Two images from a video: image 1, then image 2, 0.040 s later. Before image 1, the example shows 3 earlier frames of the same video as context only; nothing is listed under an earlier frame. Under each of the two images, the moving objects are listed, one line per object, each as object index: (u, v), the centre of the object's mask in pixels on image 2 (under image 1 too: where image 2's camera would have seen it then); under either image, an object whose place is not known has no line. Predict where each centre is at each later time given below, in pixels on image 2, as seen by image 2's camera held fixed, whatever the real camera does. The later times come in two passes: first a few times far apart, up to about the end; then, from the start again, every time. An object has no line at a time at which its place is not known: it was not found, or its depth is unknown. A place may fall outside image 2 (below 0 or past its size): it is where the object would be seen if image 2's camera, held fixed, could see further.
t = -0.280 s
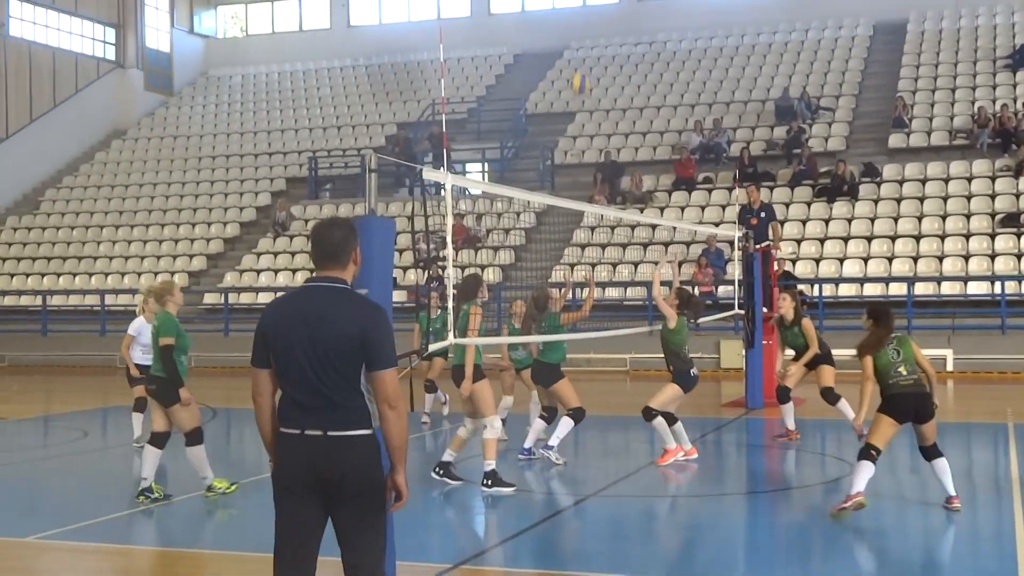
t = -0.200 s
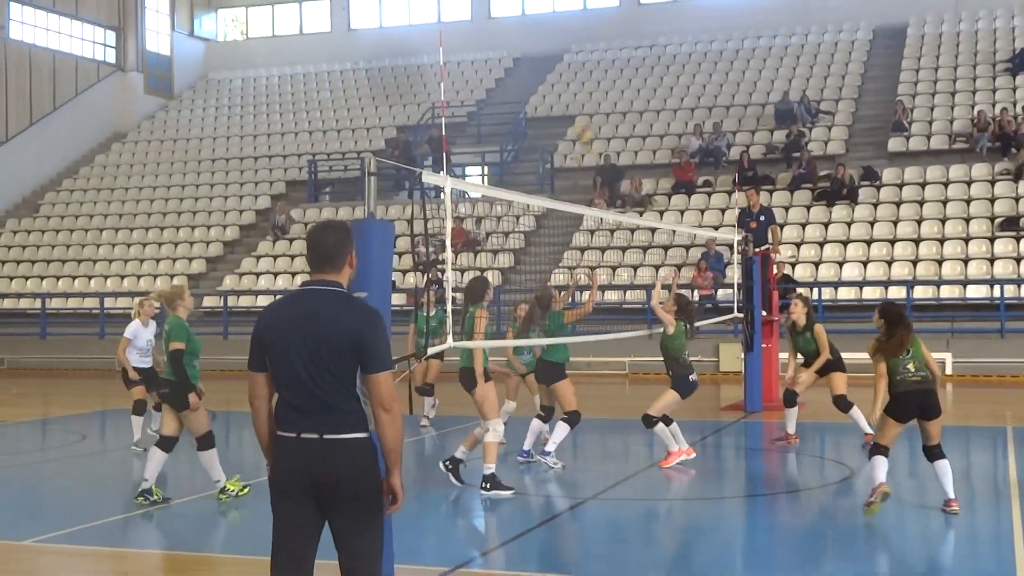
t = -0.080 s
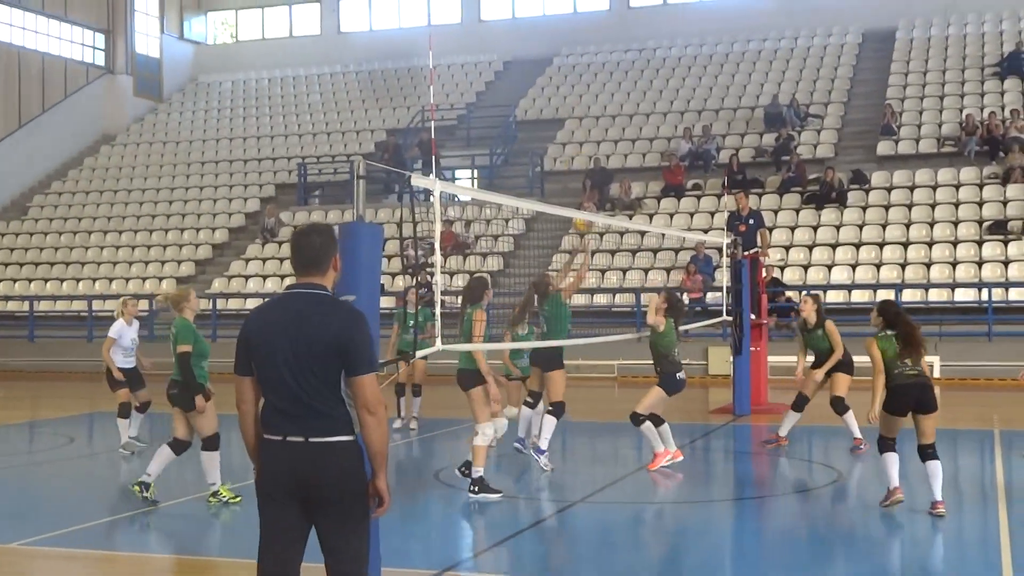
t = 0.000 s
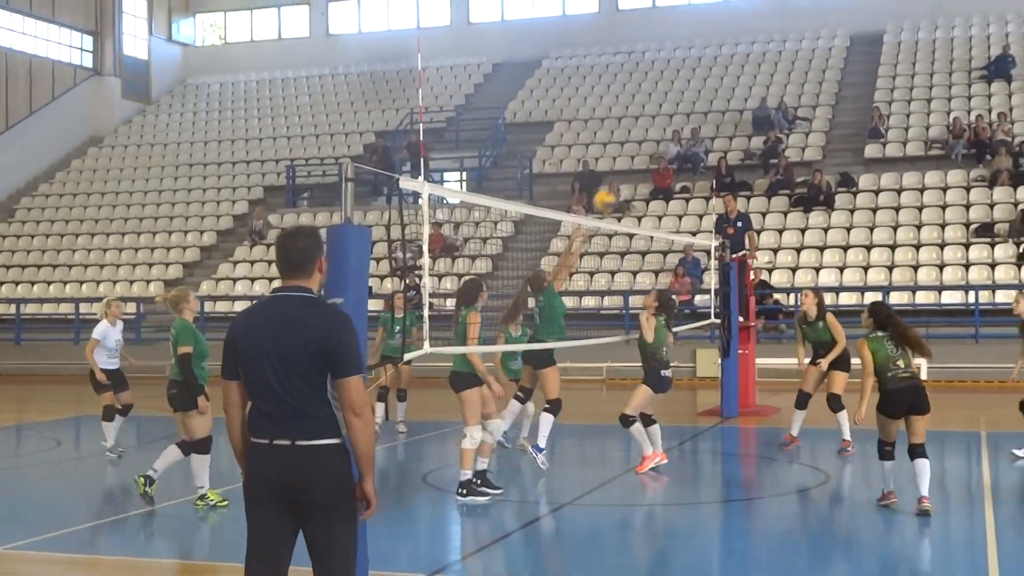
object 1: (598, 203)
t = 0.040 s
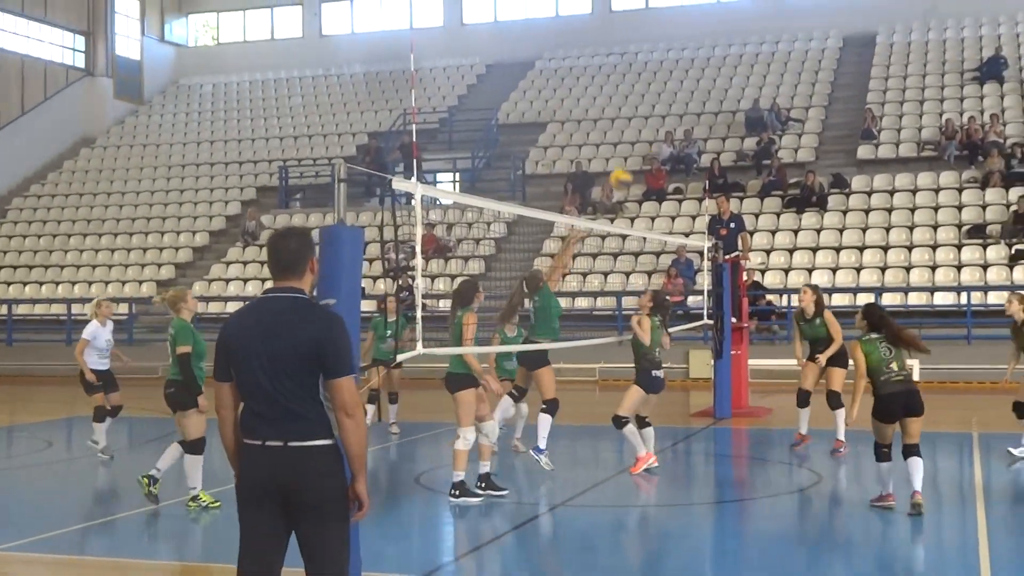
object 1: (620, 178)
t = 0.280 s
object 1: (759, 77)
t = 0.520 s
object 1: (890, 39)
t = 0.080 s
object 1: (644, 157)
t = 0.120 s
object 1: (666, 138)
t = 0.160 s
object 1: (690, 119)
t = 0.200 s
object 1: (713, 103)
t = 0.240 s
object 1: (737, 89)
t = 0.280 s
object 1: (759, 77)
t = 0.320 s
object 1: (782, 66)
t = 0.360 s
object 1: (806, 57)
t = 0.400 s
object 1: (823, 50)
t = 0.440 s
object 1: (845, 44)
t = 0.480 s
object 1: (867, 40)
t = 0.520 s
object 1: (890, 39)
